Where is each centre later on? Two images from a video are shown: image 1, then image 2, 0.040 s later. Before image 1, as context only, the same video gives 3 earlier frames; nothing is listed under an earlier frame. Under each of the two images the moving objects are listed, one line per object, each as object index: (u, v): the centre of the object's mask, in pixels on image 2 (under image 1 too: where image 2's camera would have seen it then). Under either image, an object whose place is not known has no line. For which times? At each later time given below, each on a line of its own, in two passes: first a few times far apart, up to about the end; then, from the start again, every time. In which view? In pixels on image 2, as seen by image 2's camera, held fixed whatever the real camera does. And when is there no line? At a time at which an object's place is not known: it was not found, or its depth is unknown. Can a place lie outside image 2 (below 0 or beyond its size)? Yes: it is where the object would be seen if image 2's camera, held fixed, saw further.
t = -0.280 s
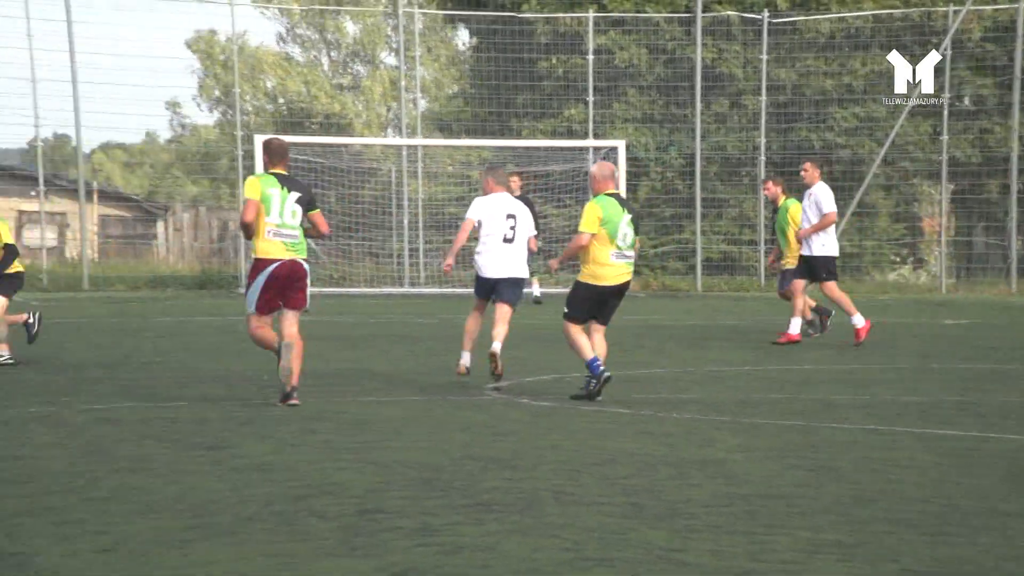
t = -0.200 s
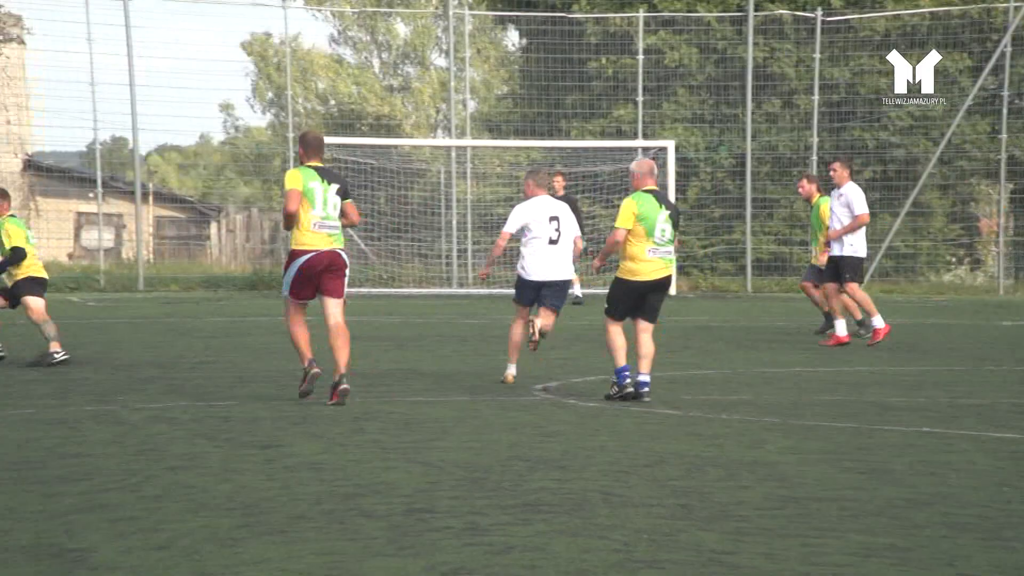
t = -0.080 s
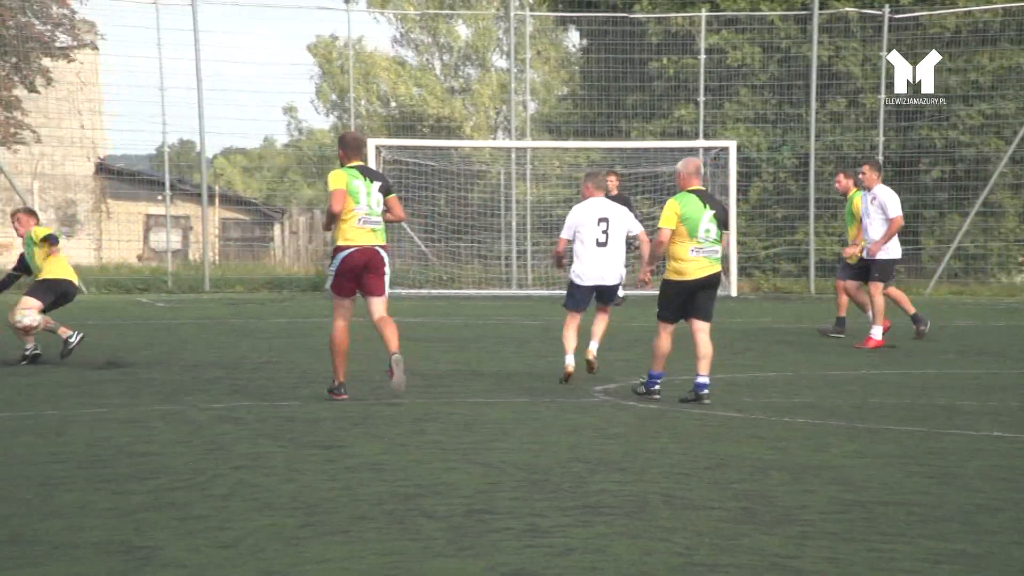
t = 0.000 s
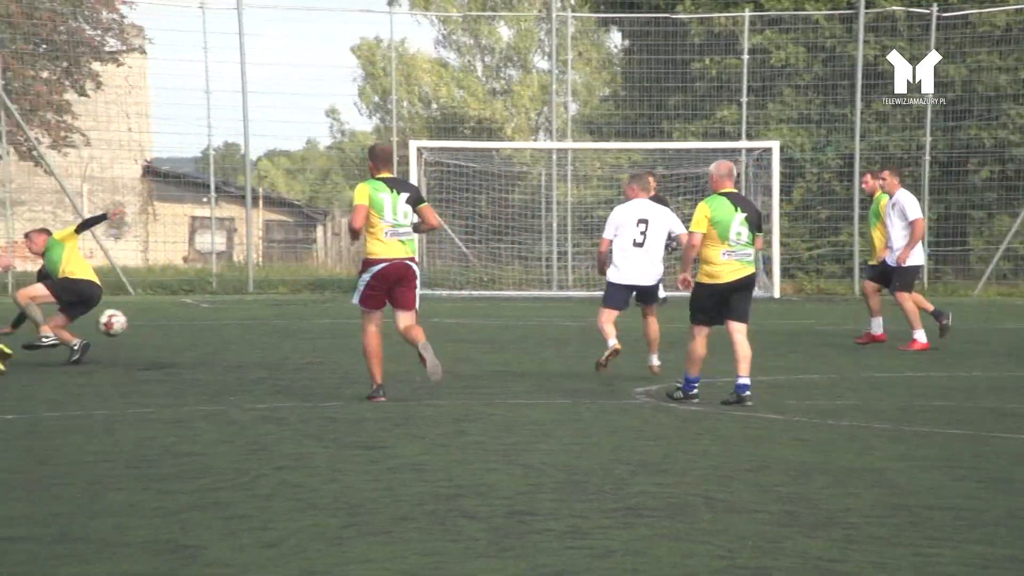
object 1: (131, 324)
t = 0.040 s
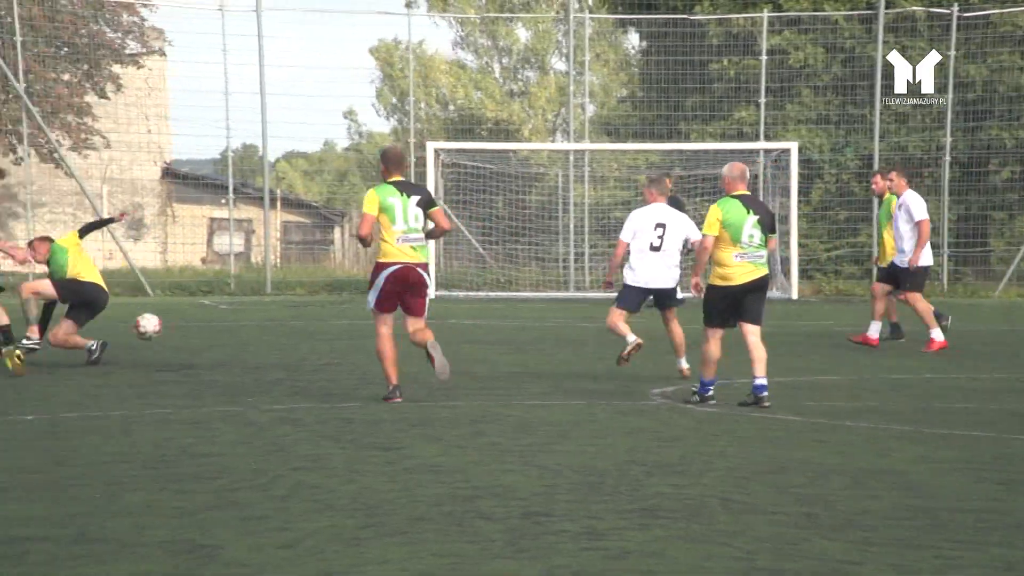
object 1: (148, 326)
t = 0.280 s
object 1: (224, 347)
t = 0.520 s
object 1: (248, 342)
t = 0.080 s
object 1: (165, 331)
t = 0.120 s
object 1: (181, 337)
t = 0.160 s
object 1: (197, 346)
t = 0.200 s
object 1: (213, 356)
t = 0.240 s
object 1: (220, 354)
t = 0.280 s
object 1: (224, 347)
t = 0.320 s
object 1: (228, 342)
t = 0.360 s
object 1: (232, 338)
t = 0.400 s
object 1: (236, 337)
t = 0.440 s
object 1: (241, 336)
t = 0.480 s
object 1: (244, 339)
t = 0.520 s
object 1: (248, 342)
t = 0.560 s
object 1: (252, 348)
